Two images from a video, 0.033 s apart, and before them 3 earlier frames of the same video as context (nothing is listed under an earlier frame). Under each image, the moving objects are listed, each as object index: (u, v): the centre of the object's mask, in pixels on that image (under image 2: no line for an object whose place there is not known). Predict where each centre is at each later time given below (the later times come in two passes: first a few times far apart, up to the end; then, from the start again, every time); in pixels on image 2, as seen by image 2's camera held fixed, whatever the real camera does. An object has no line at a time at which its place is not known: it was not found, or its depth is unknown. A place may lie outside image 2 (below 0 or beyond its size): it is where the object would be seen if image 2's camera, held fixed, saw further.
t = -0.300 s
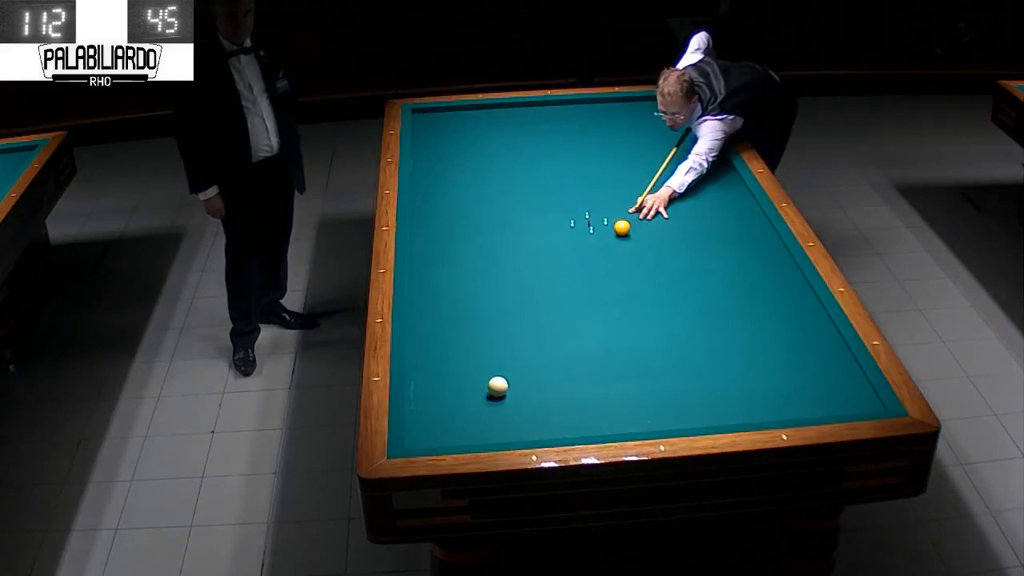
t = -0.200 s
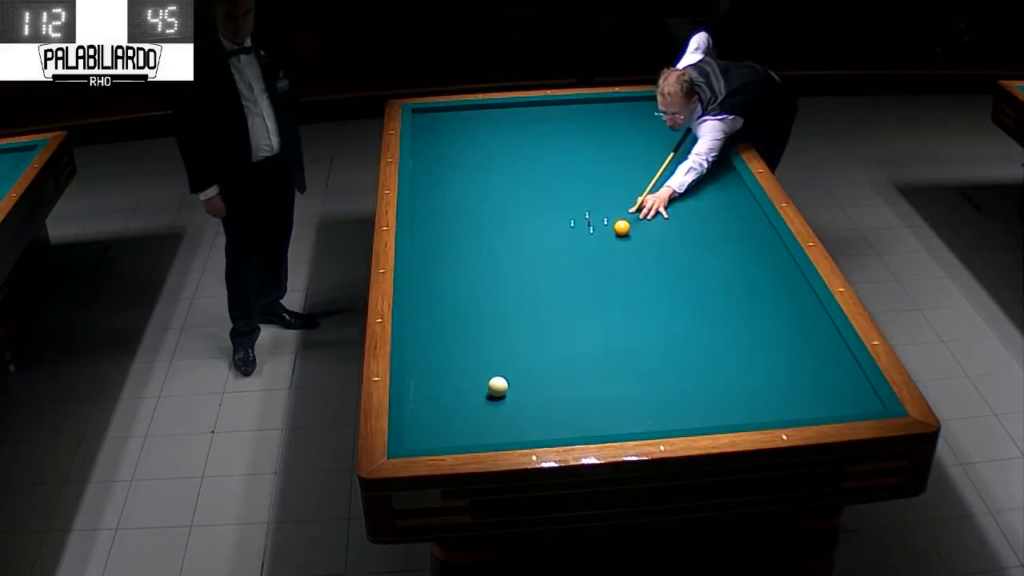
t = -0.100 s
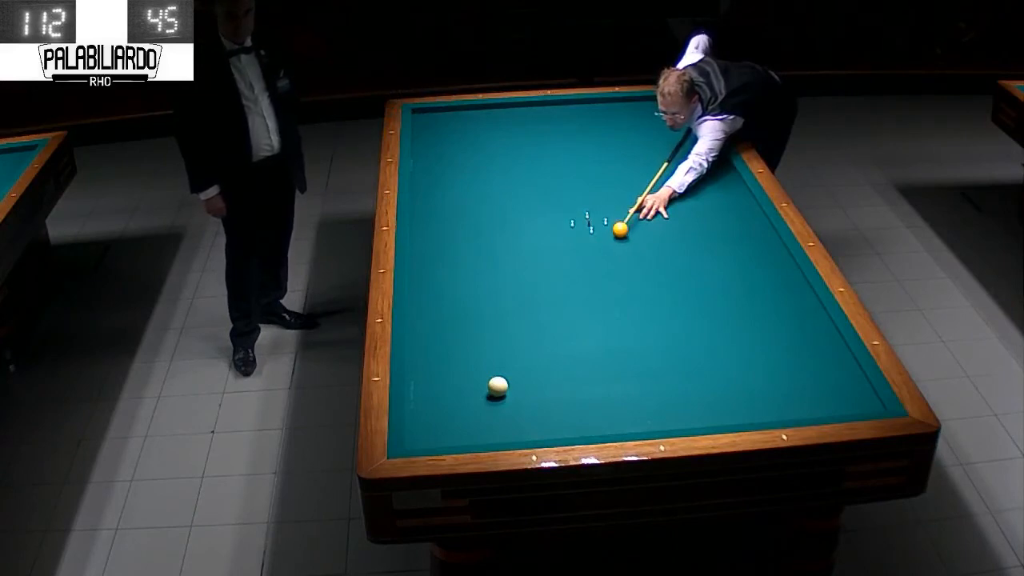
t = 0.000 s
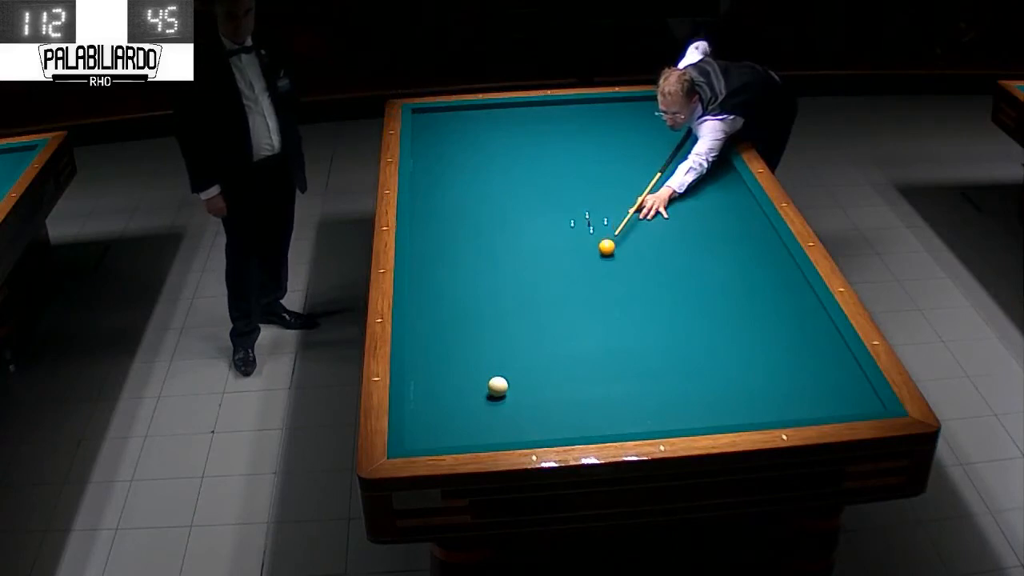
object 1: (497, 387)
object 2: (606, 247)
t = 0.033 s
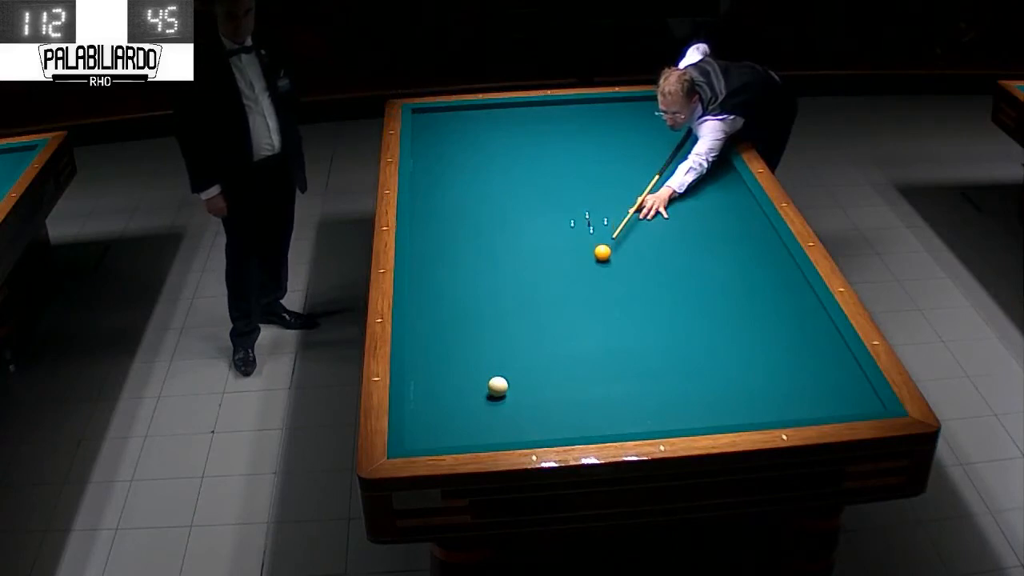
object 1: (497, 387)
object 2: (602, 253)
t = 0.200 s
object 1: (497, 387)
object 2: (579, 283)
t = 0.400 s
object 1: (497, 387)
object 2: (548, 323)
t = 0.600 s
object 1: (497, 387)
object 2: (514, 368)
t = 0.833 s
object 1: (460, 428)
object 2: (506, 384)
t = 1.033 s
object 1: (434, 431)
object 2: (500, 397)
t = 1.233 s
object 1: (416, 414)
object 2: (495, 410)
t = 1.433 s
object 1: (428, 399)
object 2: (489, 423)
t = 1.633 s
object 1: (439, 383)
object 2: (484, 434)
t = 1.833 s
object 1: (450, 369)
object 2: (479, 434)
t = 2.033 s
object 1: (460, 356)
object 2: (476, 428)
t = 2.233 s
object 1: (470, 342)
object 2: (473, 421)
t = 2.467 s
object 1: (481, 329)
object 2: (469, 414)
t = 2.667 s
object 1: (489, 318)
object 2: (466, 408)
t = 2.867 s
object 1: (497, 307)
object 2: (464, 402)
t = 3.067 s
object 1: (505, 297)
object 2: (462, 398)
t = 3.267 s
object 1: (513, 288)
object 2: (460, 393)
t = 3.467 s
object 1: (520, 279)
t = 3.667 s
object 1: (527, 270)
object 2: (456, 384)
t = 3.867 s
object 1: (533, 262)
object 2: (455, 381)
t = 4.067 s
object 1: (540, 255)
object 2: (454, 378)
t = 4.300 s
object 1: (546, 247)
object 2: (453, 375)
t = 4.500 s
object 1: (552, 240)
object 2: (452, 372)
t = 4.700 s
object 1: (557, 234)
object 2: (452, 370)
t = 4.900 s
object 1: (562, 228)
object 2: (451, 368)
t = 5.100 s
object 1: (567, 222)
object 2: (451, 366)
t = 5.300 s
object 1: (572, 217)
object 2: (451, 365)
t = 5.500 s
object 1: (576, 212)
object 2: (451, 364)
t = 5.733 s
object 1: (581, 207)
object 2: (451, 363)
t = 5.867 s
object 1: (584, 203)
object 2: (451, 363)
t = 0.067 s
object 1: (497, 387)
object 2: (598, 259)
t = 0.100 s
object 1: (497, 387)
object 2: (593, 265)
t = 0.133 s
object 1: (497, 387)
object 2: (588, 271)
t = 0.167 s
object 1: (497, 387)
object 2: (584, 277)
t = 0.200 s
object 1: (497, 387)
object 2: (579, 283)
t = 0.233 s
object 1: (497, 387)
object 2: (574, 289)
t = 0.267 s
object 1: (497, 387)
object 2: (569, 296)
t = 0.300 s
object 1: (497, 387)
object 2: (564, 302)
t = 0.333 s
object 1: (497, 387)
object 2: (559, 309)
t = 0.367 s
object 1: (497, 387)
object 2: (553, 316)
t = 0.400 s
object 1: (497, 387)
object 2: (548, 323)
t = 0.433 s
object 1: (497, 387)
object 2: (543, 330)
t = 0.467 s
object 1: (497, 387)
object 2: (537, 337)
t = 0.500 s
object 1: (497, 387)
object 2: (531, 345)
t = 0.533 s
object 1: (497, 387)
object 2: (525, 353)
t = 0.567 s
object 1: (497, 387)
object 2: (519, 360)
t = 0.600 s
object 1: (497, 387)
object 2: (514, 368)
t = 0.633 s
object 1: (497, 387)
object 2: (508, 374)
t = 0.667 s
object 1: (491, 393)
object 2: (507, 377)
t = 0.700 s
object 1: (484, 401)
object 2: (508, 377)
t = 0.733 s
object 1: (478, 408)
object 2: (508, 378)
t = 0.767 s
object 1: (472, 415)
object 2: (507, 380)
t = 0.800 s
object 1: (466, 422)
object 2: (507, 382)
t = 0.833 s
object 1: (460, 428)
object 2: (506, 384)
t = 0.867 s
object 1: (455, 433)
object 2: (505, 386)
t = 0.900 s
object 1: (450, 437)
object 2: (504, 388)
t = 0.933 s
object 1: (445, 438)
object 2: (503, 391)
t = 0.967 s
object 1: (441, 435)
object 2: (502, 393)
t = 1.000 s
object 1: (437, 432)
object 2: (501, 395)
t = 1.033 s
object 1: (434, 431)
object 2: (500, 397)
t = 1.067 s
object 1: (430, 428)
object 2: (499, 399)
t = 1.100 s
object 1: (427, 425)
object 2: (498, 401)
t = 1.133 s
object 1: (423, 423)
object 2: (498, 403)
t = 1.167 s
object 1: (419, 420)
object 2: (497, 406)
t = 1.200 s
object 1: (416, 417)
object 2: (496, 408)
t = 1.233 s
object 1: (416, 414)
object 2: (495, 410)
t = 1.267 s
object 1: (418, 412)
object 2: (494, 412)
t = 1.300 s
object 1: (420, 409)
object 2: (493, 414)
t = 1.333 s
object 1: (422, 407)
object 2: (492, 417)
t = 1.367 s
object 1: (424, 404)
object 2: (491, 419)
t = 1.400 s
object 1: (426, 401)
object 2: (490, 421)
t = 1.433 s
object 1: (428, 399)
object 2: (489, 423)
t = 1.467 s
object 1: (430, 396)
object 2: (488, 425)
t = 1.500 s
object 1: (432, 393)
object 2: (487, 427)
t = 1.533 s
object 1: (434, 391)
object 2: (486, 430)
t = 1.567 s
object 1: (436, 388)
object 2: (485, 431)
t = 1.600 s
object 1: (437, 386)
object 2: (484, 433)
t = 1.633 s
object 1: (439, 383)
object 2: (484, 434)
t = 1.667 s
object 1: (441, 381)
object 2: (483, 436)
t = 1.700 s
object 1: (443, 379)
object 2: (482, 436)
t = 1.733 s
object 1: (445, 376)
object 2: (481, 436)
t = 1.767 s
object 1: (447, 374)
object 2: (481, 435)
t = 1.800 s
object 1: (448, 371)
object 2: (480, 434)
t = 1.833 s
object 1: (450, 369)
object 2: (479, 434)
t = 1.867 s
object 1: (452, 367)
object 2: (479, 433)
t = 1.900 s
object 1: (454, 365)
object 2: (478, 433)
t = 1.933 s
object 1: (455, 362)
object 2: (478, 431)
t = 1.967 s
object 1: (457, 360)
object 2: (477, 430)
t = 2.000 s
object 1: (459, 358)
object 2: (477, 428)
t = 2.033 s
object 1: (460, 356)
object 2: (476, 428)
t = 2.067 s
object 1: (462, 353)
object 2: (476, 426)
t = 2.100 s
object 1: (464, 351)
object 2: (475, 425)
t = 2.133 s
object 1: (465, 349)
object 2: (474, 424)
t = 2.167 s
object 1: (467, 347)
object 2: (474, 423)
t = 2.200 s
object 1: (469, 345)
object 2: (473, 422)
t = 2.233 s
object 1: (470, 342)
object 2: (473, 421)
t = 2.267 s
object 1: (472, 341)
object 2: (472, 420)
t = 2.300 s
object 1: (473, 339)
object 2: (472, 419)
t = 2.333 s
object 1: (475, 337)
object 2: (471, 417)
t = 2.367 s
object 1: (476, 335)
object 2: (471, 416)
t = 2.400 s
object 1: (478, 333)
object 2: (470, 416)
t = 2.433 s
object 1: (479, 331)
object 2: (470, 415)
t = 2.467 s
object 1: (481, 329)
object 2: (469, 414)
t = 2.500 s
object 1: (482, 327)
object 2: (469, 413)
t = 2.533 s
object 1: (484, 325)
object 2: (468, 412)
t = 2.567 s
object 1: (485, 323)
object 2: (468, 411)
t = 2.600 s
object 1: (486, 321)
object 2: (467, 410)
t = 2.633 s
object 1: (488, 320)
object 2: (467, 409)
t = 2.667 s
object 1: (489, 318)
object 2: (466, 408)
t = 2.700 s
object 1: (491, 316)
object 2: (466, 407)
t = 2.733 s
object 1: (492, 314)
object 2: (465, 406)
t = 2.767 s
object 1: (494, 312)
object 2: (465, 405)
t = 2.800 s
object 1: (495, 311)
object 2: (465, 404)
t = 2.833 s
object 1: (496, 309)
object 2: (464, 403)
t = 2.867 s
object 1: (497, 307)
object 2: (464, 402)
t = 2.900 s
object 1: (499, 305)
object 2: (463, 402)
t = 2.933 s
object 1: (500, 304)
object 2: (463, 401)
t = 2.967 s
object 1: (501, 302)
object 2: (463, 400)
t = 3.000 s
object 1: (503, 300)
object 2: (463, 399)
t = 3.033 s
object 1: (504, 299)
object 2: (462, 398)
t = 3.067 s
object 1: (505, 297)
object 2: (462, 398)
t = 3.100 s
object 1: (507, 296)
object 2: (461, 397)
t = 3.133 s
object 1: (508, 294)
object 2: (461, 396)
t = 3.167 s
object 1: (509, 292)
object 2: (461, 395)
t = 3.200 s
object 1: (511, 291)
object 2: (460, 394)
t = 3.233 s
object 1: (512, 290)
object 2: (460, 394)
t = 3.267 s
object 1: (513, 288)
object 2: (460, 393)
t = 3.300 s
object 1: (514, 286)
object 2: (459, 392)
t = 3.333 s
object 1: (515, 285)
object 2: (459, 391)
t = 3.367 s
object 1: (517, 283)
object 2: (458, 391)
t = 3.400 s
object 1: (518, 282)
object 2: (458, 390)
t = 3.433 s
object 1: (519, 281)
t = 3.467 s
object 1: (520, 279)
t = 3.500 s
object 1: (521, 278)
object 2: (456, 386)
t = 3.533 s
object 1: (523, 276)
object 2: (457, 387)
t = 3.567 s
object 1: (524, 275)
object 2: (457, 387)
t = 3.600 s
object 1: (525, 273)
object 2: (457, 386)
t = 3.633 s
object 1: (526, 272)
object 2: (456, 385)
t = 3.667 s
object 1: (527, 270)
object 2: (456, 384)
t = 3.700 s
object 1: (528, 269)
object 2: (456, 384)
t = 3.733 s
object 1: (529, 268)
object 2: (456, 383)
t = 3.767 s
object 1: (530, 266)
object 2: (456, 383)
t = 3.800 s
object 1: (531, 265)
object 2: (456, 382)
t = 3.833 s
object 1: (532, 264)
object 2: (455, 381)
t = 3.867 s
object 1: (533, 262)
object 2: (455, 381)
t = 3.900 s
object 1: (535, 261)
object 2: (455, 381)
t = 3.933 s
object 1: (536, 260)
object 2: (455, 380)
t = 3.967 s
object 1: (537, 258)
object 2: (455, 379)
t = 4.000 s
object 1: (538, 257)
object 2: (454, 379)
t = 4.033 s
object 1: (539, 256)
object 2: (454, 378)
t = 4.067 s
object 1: (540, 255)
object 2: (454, 378)
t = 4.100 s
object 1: (541, 254)
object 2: (454, 378)
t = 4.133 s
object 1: (542, 253)
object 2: (454, 377)
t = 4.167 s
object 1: (543, 251)
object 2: (454, 376)
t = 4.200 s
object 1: (543, 250)
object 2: (453, 376)
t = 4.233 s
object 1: (545, 249)
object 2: (453, 376)
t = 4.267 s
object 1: (545, 248)
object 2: (453, 375)
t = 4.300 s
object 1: (546, 247)
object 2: (453, 375)
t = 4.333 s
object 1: (547, 246)
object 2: (453, 374)
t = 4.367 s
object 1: (548, 244)
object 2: (453, 374)
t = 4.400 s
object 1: (549, 243)
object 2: (452, 373)
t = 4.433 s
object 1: (550, 242)
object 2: (452, 373)
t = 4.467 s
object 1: (551, 241)
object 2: (452, 373)
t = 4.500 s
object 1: (552, 240)
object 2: (452, 372)
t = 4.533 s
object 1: (553, 239)
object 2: (452, 372)
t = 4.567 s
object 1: (553, 238)
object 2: (452, 371)
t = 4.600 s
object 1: (555, 237)
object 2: (452, 371)
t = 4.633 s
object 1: (556, 236)
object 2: (452, 371)
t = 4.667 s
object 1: (556, 235)
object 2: (452, 370)
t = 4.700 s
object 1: (557, 234)
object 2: (452, 370)
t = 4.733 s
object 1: (558, 233)
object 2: (452, 370)
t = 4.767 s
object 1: (559, 232)
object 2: (452, 369)
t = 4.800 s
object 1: (560, 231)
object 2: (452, 369)
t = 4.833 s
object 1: (560, 230)
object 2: (451, 369)
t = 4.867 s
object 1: (561, 229)
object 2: (451, 368)
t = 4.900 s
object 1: (562, 228)
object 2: (451, 368)
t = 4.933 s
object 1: (563, 227)
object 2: (452, 368)
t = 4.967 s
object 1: (564, 226)
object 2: (451, 367)
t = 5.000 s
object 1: (565, 225)
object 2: (451, 367)
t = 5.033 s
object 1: (566, 224)
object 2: (451, 367)
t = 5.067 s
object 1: (567, 223)
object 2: (451, 367)
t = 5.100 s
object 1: (567, 222)
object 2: (451, 366)
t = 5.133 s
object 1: (568, 221)
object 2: (451, 366)
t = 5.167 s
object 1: (569, 220)
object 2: (451, 366)
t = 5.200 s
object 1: (570, 219)
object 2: (451, 366)
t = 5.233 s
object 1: (571, 219)
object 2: (451, 365)
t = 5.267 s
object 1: (571, 218)
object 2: (451, 365)
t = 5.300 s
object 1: (572, 217)
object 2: (451, 365)
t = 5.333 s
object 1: (572, 216)
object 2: (451, 365)
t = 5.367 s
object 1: (573, 215)
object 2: (451, 364)
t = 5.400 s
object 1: (574, 214)
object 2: (451, 364)
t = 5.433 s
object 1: (575, 214)
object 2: (451, 364)
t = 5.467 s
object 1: (575, 213)
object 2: (451, 364)
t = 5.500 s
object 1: (576, 212)
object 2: (451, 364)
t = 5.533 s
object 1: (577, 211)
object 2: (451, 364)
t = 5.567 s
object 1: (577, 210)
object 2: (451, 363)
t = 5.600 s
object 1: (578, 210)
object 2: (451, 363)
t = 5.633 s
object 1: (579, 209)
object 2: (451, 363)
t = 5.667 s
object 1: (580, 208)
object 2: (451, 363)
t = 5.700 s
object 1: (580, 207)
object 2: (451, 363)
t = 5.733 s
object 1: (581, 207)
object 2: (451, 363)
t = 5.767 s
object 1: (582, 206)
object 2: (451, 363)
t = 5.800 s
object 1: (582, 205)
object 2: (451, 363)
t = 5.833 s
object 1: (583, 204)
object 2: (451, 363)
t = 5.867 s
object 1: (584, 203)
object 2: (451, 363)
